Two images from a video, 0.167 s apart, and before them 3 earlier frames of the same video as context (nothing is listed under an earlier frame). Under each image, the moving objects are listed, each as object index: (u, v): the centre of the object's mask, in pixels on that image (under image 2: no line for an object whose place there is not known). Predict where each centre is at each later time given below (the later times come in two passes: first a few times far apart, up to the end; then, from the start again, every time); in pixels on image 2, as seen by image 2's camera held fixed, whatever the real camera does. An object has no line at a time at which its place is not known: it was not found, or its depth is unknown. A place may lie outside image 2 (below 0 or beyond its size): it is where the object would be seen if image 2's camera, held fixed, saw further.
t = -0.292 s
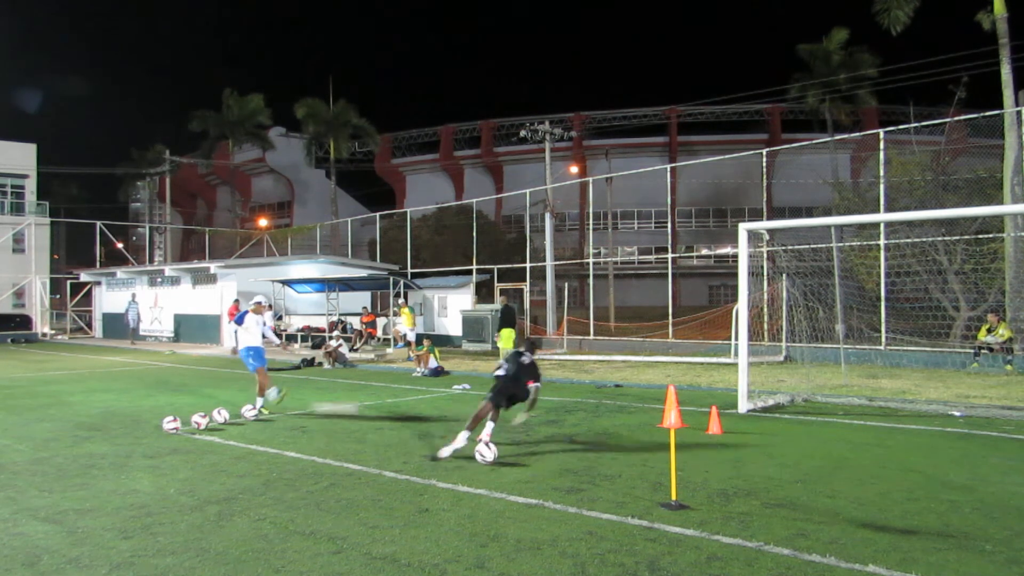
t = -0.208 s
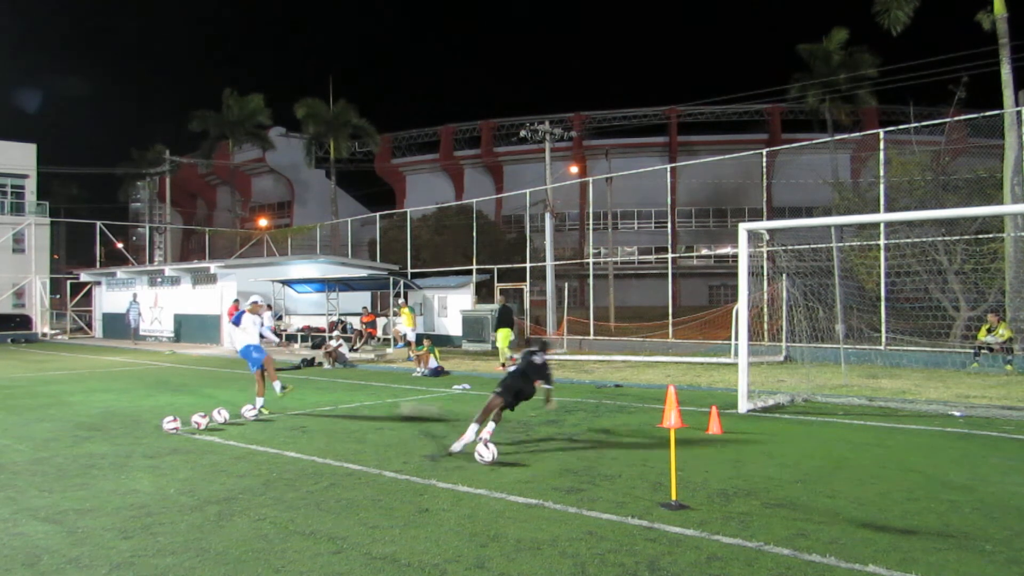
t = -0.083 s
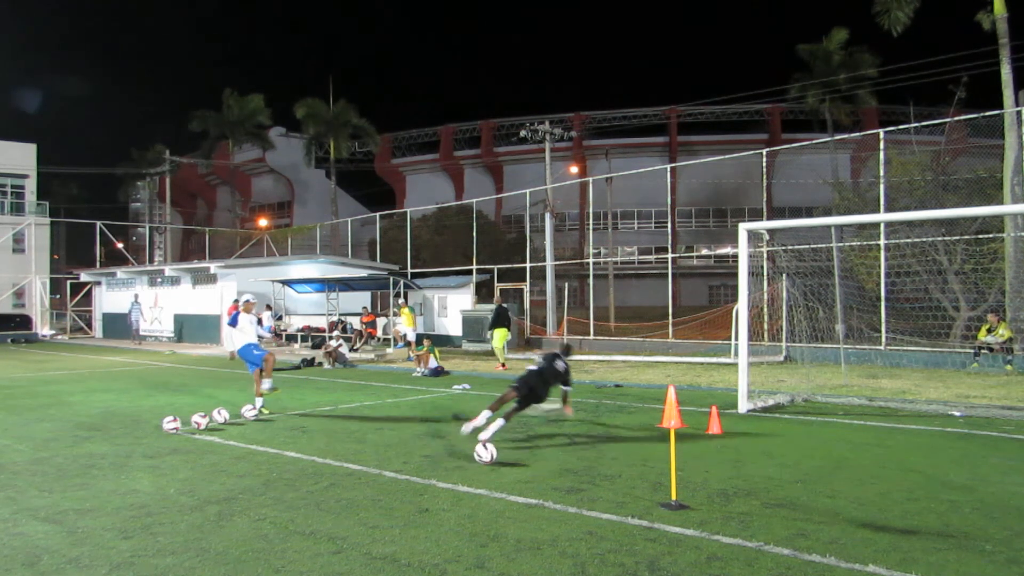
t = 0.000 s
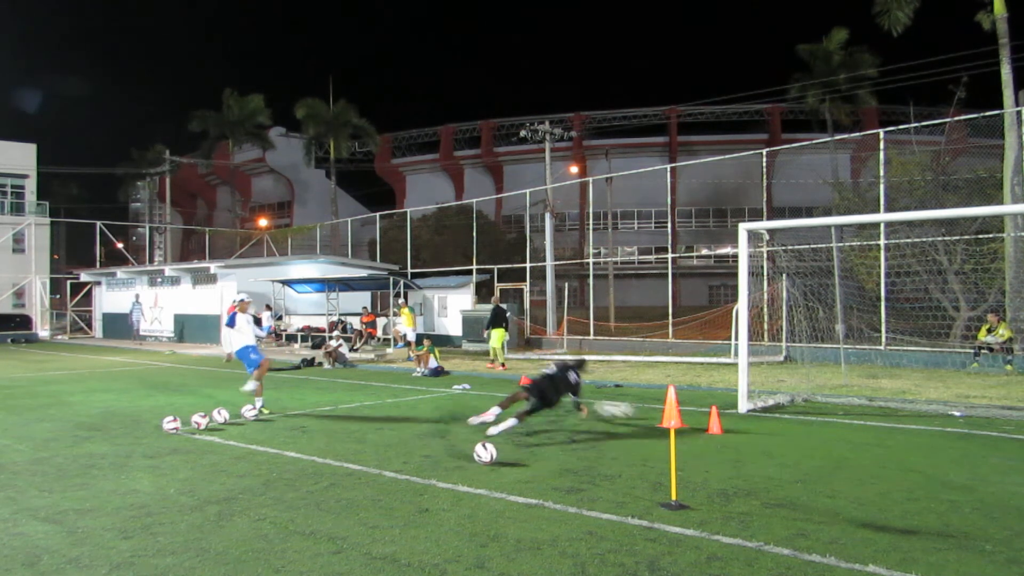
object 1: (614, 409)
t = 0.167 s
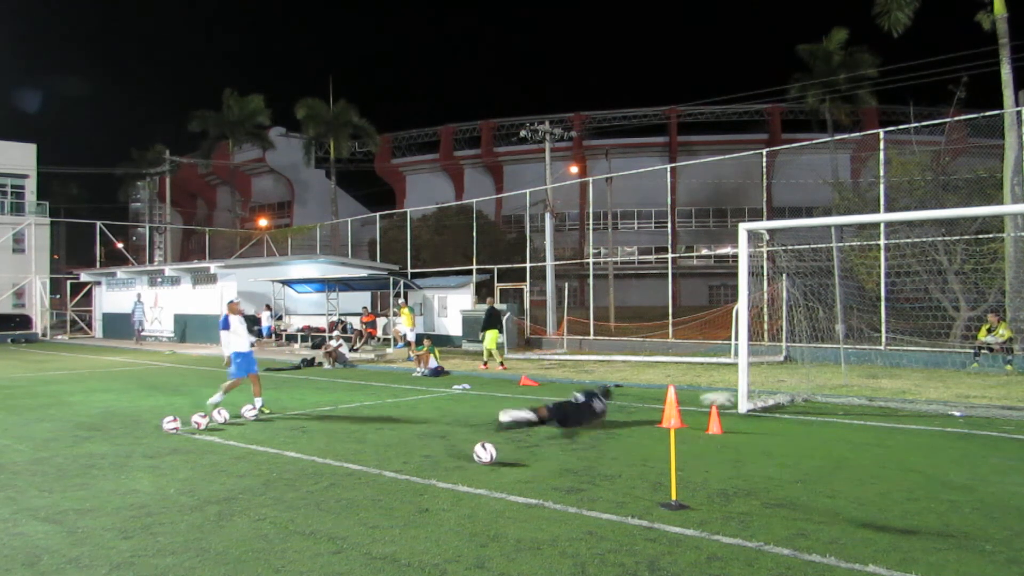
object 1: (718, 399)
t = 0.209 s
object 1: (739, 400)
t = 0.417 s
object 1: (785, 410)
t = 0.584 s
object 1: (831, 418)
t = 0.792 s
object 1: (899, 426)
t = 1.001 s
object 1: (973, 434)
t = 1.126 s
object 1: (1015, 441)
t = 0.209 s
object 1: (739, 400)
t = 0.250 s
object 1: (752, 401)
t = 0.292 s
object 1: (758, 405)
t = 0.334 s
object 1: (765, 407)
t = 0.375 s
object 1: (774, 412)
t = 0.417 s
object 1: (785, 410)
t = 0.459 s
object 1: (797, 410)
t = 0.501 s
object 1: (808, 410)
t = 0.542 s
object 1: (820, 414)
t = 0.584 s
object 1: (831, 418)
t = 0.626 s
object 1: (844, 420)
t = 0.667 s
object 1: (857, 420)
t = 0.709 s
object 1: (871, 420)
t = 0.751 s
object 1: (885, 423)
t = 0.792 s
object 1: (899, 426)
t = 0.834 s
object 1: (913, 427)
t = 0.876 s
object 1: (928, 427)
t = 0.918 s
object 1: (942, 429)
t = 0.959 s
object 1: (957, 433)
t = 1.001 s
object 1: (973, 434)
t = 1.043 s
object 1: (989, 436)
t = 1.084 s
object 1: (1005, 439)
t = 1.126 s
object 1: (1015, 441)
